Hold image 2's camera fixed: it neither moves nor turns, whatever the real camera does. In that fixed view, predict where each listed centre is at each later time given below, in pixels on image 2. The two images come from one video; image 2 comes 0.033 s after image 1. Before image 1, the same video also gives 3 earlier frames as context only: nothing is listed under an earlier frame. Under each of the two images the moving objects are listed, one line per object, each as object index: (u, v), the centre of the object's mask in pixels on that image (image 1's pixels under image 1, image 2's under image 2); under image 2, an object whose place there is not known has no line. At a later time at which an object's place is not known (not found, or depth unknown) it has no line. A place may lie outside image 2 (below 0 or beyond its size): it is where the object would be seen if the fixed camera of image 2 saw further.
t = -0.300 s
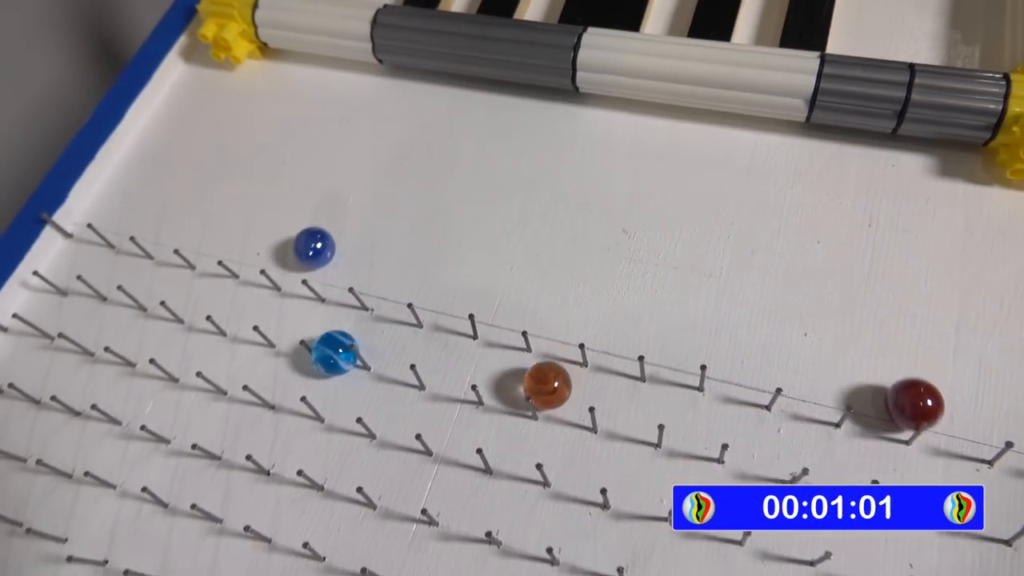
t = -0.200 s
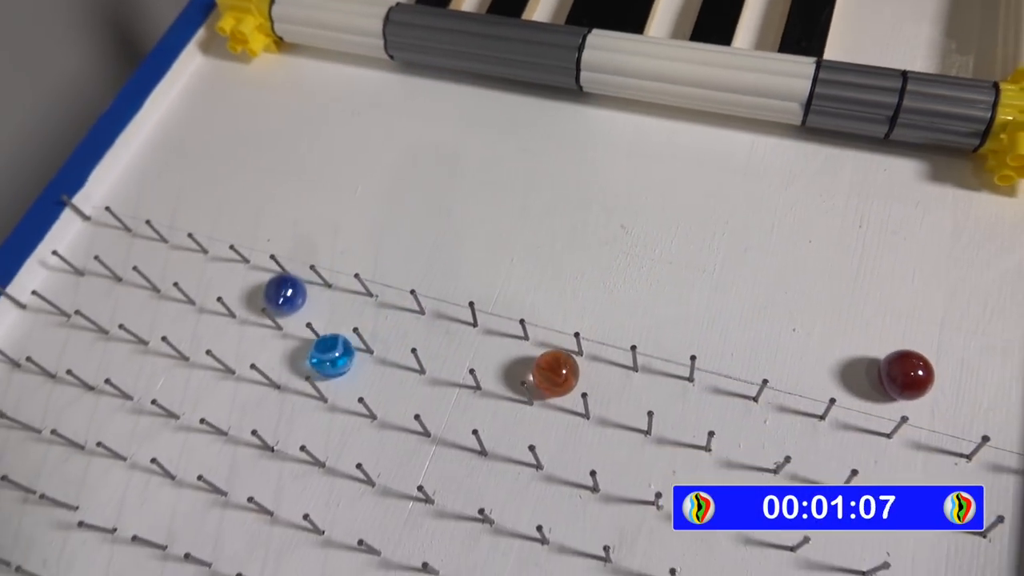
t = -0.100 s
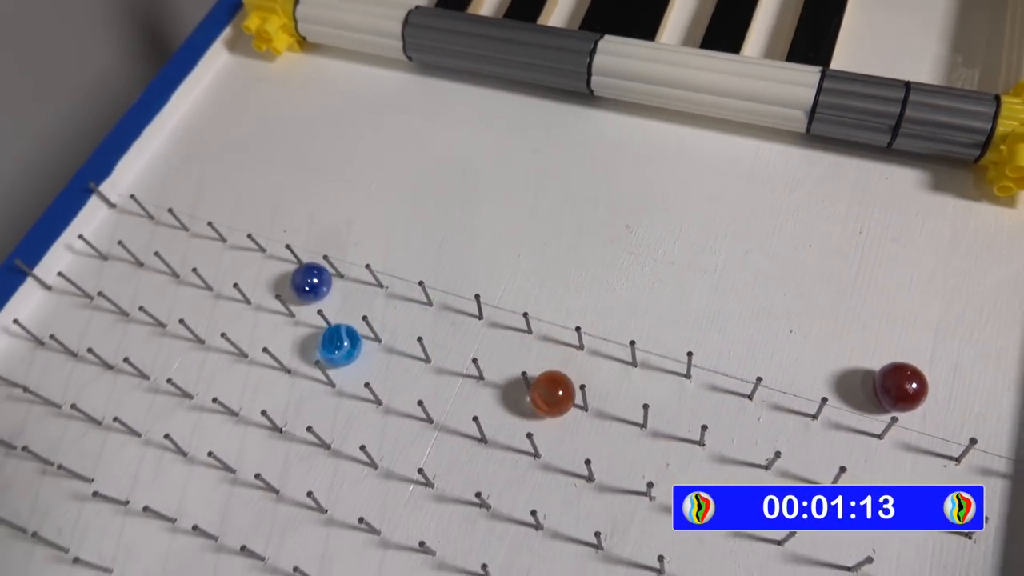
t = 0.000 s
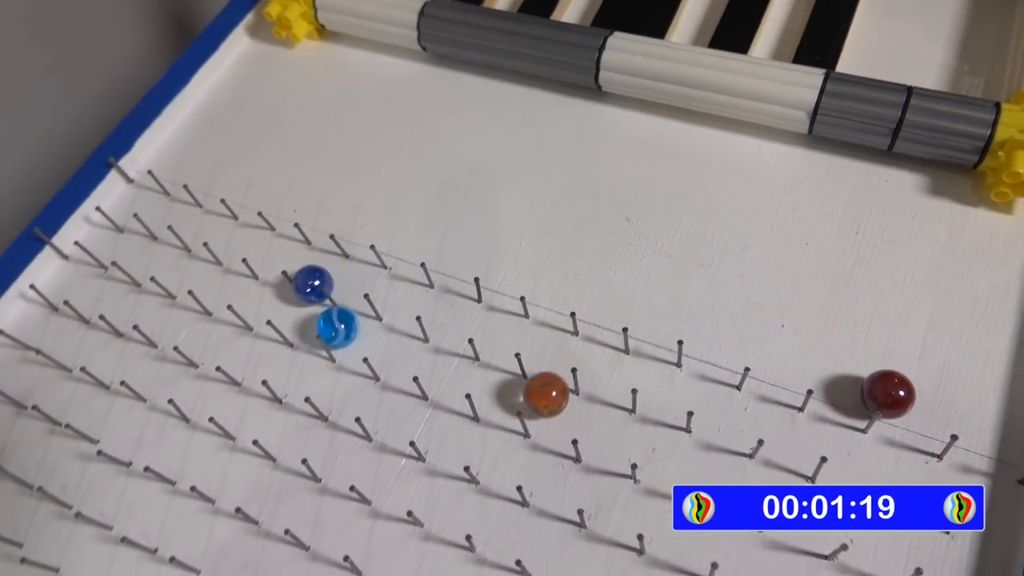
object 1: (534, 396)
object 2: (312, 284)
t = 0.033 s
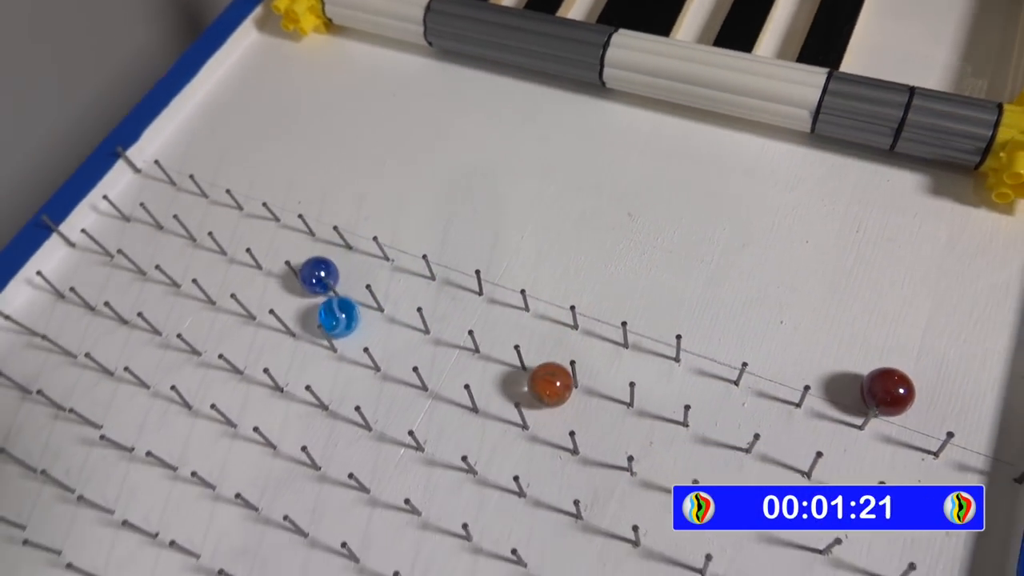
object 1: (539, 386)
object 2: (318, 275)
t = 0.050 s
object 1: (539, 387)
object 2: (316, 275)
